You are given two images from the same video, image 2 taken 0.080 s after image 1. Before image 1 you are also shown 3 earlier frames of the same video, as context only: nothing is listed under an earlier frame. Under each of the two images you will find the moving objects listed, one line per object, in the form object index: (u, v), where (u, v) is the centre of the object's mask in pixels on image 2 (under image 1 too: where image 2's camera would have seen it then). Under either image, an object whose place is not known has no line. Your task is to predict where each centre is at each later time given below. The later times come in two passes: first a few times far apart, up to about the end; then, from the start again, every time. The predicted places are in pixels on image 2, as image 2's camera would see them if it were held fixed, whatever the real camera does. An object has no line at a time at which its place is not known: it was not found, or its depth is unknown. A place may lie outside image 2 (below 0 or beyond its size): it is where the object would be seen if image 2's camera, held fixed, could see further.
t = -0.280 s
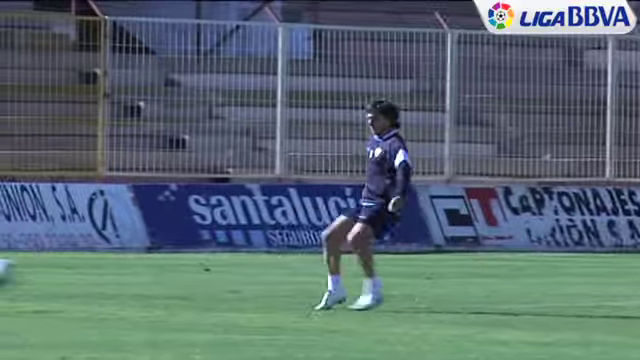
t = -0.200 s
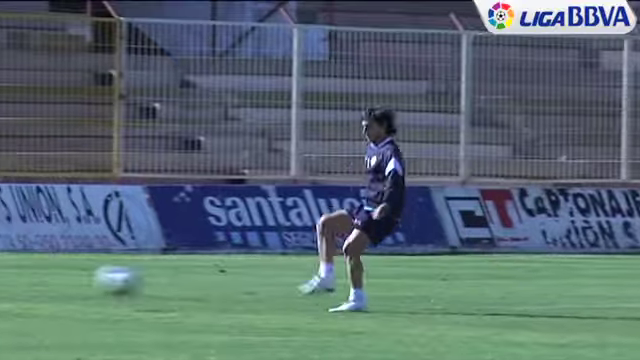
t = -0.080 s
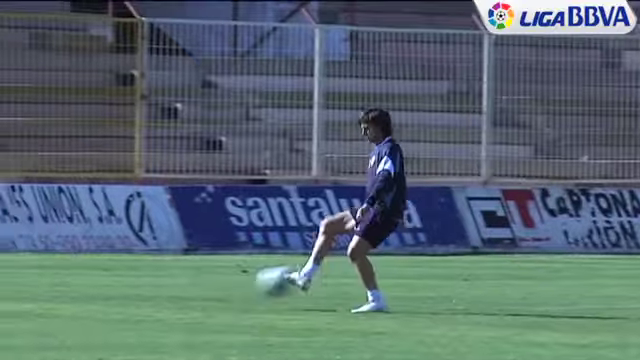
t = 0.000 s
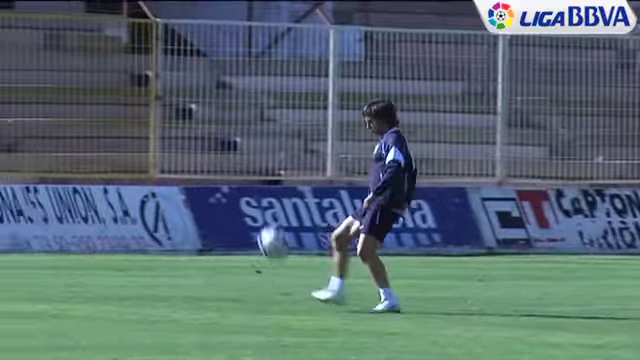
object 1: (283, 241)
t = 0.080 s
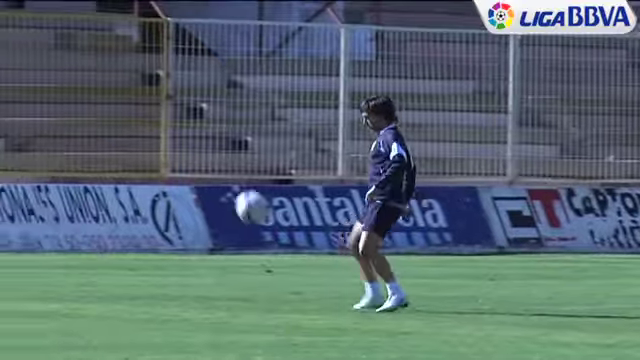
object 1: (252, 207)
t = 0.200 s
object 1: (197, 169)
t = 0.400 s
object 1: (112, 151)
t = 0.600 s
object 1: (23, 184)
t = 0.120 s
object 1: (234, 194)
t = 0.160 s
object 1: (217, 181)
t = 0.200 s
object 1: (197, 169)
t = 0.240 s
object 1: (182, 163)
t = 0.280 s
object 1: (164, 156)
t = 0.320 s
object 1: (147, 153)
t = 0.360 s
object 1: (128, 151)
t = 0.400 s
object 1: (112, 151)
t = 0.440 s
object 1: (93, 153)
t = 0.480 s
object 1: (76, 158)
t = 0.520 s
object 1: (59, 165)
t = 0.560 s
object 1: (40, 174)
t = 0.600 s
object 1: (23, 184)
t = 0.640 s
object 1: (2, 199)
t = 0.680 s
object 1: (-16, 216)
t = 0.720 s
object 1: (-38, 233)
